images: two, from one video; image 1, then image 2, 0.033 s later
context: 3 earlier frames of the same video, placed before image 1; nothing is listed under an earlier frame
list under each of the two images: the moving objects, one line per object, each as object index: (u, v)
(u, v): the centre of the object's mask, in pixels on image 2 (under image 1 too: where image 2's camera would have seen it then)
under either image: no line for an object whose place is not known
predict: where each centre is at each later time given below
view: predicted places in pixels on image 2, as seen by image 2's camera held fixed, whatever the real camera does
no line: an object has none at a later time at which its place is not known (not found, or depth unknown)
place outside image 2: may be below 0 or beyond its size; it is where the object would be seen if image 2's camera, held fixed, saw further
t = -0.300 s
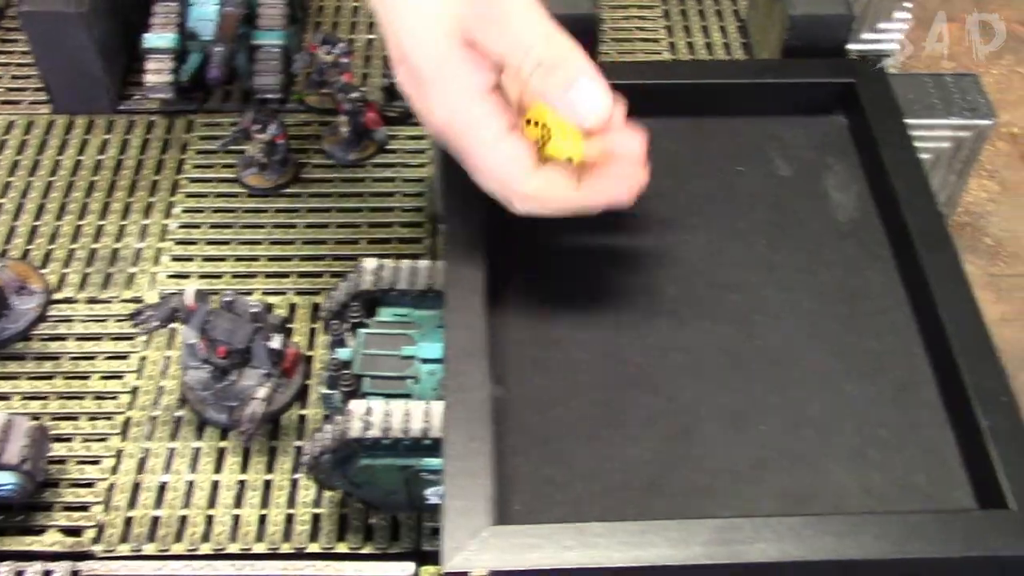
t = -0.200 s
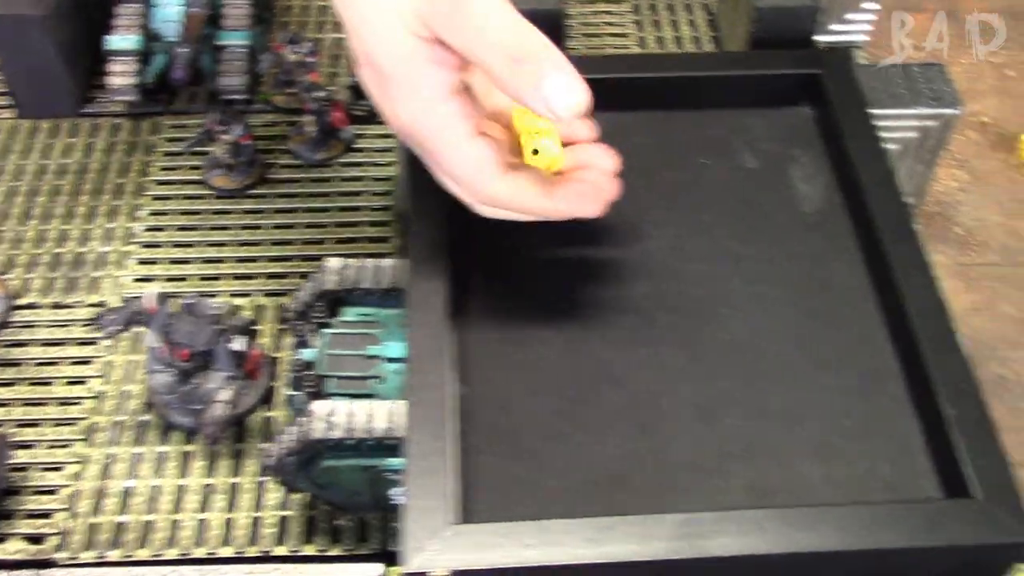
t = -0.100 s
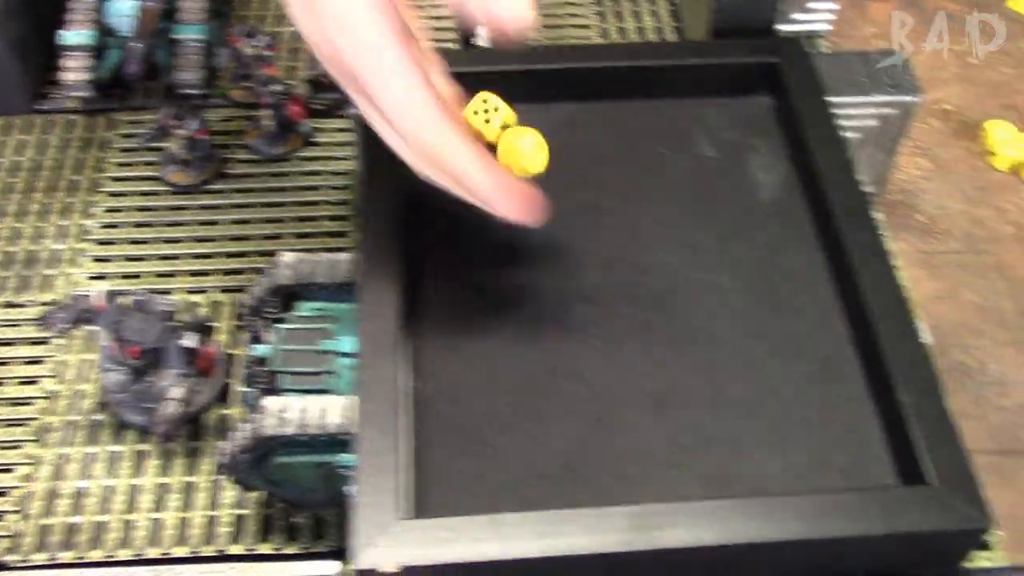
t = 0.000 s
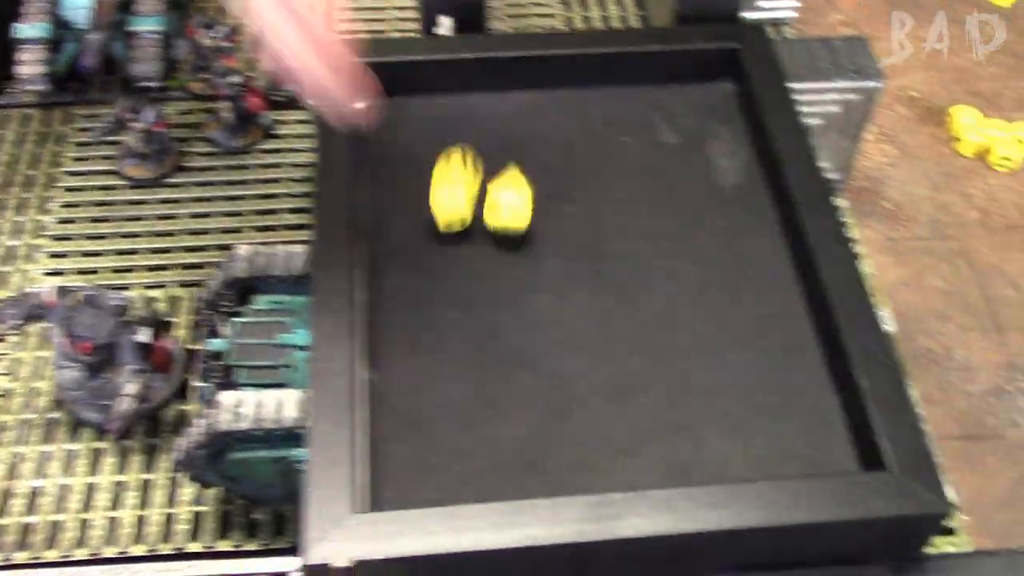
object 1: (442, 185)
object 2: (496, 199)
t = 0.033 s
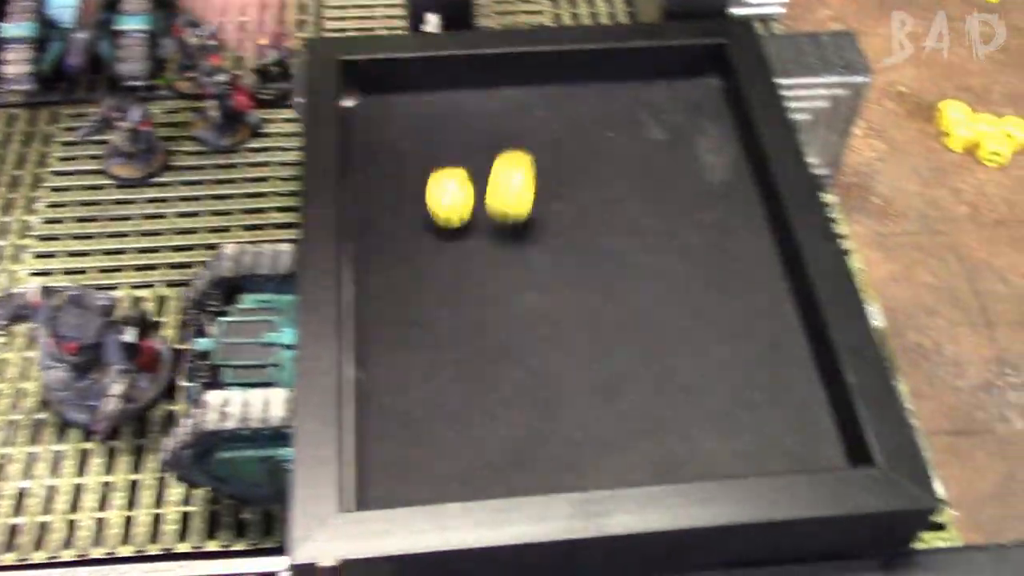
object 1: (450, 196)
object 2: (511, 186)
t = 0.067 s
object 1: (463, 186)
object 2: (529, 166)
